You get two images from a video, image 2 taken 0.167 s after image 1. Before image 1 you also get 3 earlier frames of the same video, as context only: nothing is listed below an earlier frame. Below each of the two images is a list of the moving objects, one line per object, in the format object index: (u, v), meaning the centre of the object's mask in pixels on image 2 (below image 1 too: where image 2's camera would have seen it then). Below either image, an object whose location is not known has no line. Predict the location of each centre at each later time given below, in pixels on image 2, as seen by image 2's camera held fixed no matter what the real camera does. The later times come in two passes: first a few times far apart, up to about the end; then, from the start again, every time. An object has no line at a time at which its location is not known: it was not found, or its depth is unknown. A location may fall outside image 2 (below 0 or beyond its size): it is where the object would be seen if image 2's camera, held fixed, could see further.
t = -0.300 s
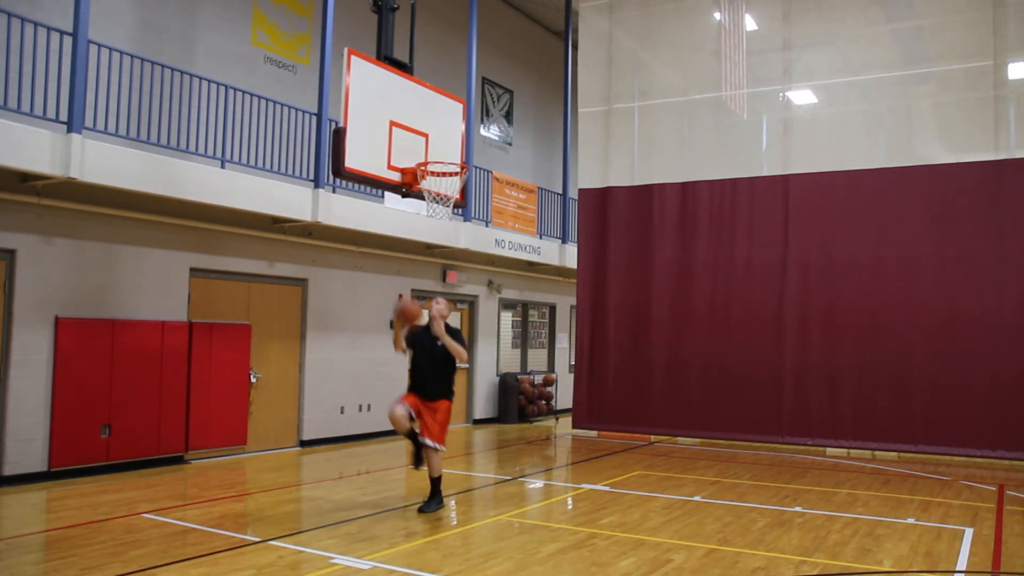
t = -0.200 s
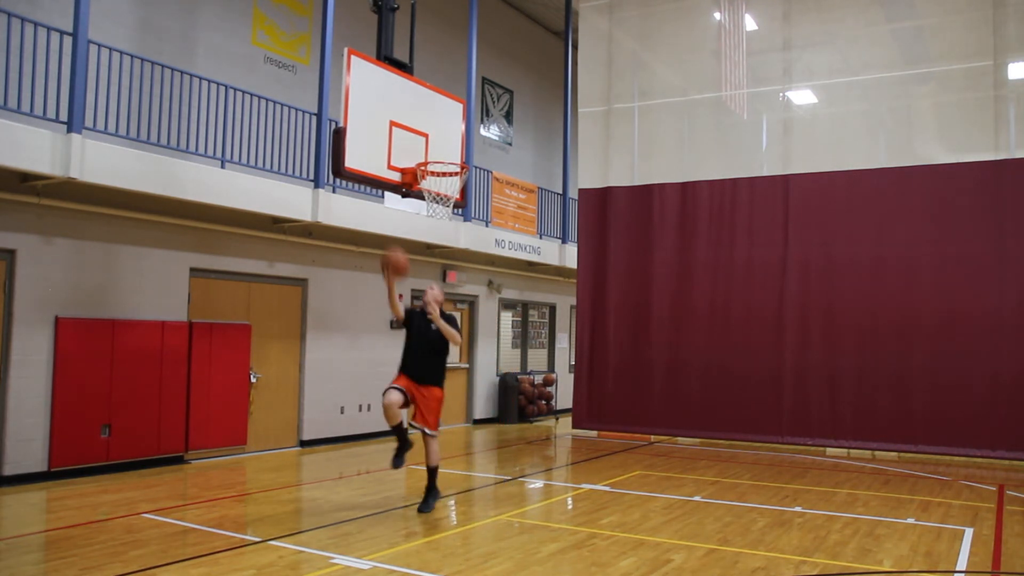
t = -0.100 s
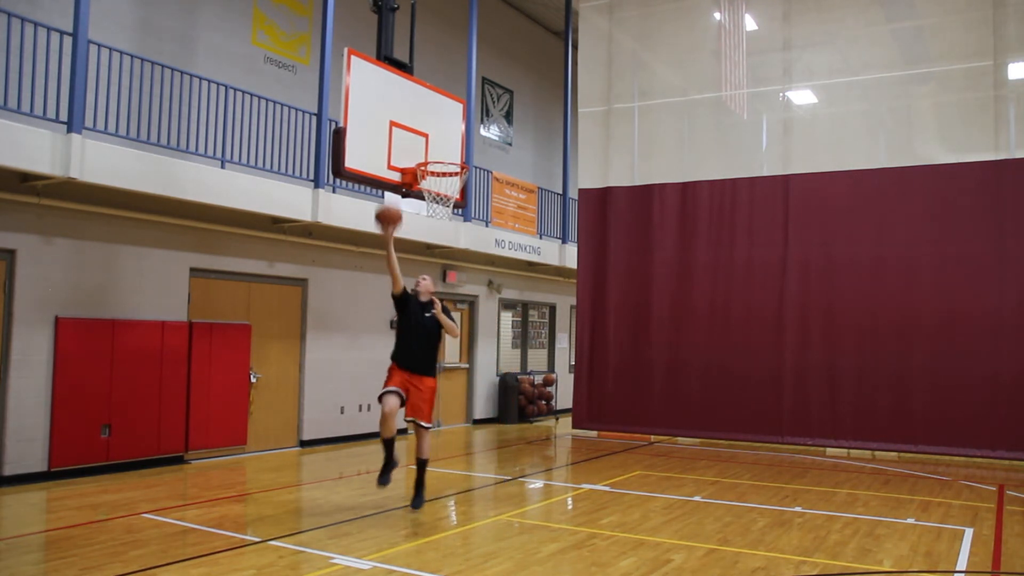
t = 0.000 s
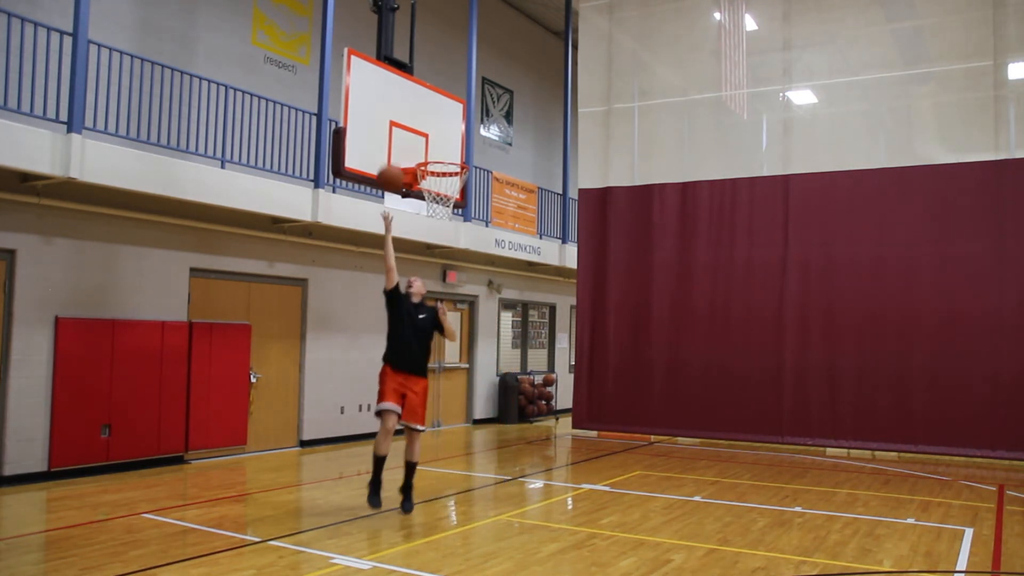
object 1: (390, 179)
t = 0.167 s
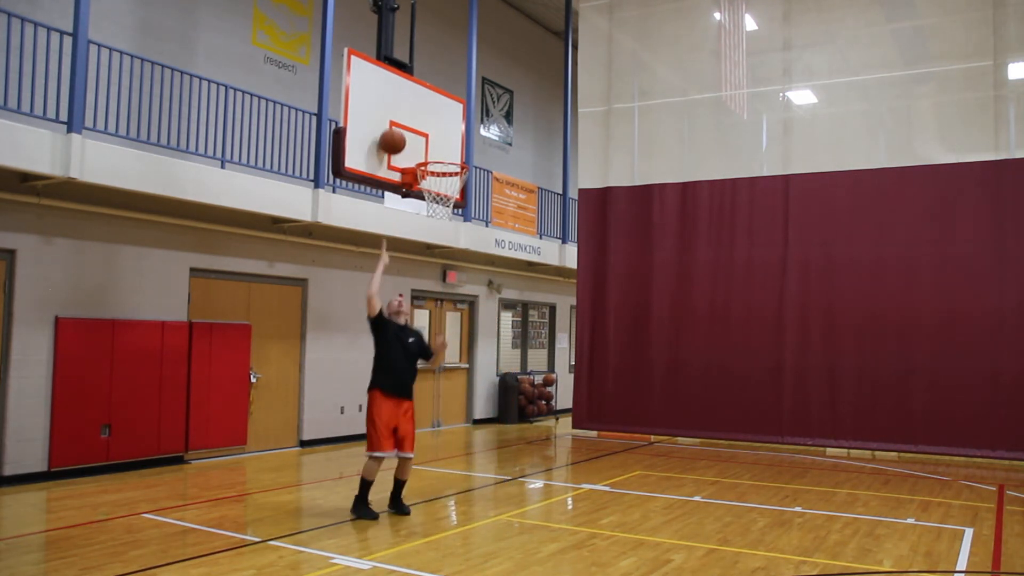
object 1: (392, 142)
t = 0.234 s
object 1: (396, 136)
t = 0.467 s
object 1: (425, 151)
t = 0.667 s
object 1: (440, 167)
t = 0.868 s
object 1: (449, 211)
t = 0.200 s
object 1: (393, 138)
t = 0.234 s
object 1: (396, 136)
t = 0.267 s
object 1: (401, 135)
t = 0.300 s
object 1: (405, 135)
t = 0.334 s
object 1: (410, 137)
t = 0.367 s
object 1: (414, 139)
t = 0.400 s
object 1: (418, 143)
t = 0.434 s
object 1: (421, 148)
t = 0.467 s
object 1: (425, 151)
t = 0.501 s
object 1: (428, 151)
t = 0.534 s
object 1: (430, 151)
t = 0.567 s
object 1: (433, 153)
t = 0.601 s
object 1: (436, 156)
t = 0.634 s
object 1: (439, 160)
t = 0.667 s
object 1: (440, 167)
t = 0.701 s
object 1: (442, 174)
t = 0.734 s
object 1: (445, 181)
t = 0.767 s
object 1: (447, 188)
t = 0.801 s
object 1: (450, 197)
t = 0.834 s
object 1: (451, 202)
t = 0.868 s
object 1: (449, 211)
